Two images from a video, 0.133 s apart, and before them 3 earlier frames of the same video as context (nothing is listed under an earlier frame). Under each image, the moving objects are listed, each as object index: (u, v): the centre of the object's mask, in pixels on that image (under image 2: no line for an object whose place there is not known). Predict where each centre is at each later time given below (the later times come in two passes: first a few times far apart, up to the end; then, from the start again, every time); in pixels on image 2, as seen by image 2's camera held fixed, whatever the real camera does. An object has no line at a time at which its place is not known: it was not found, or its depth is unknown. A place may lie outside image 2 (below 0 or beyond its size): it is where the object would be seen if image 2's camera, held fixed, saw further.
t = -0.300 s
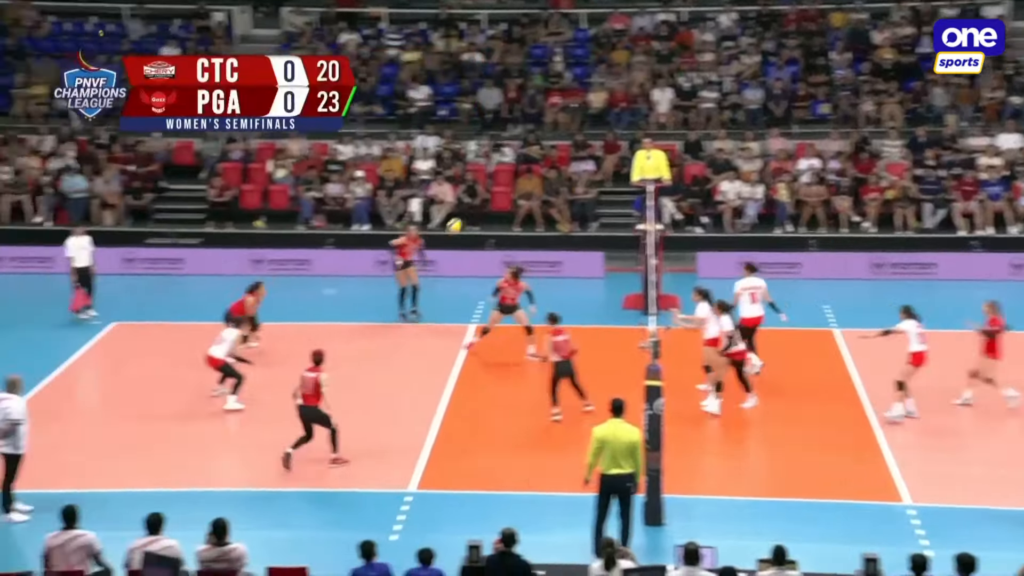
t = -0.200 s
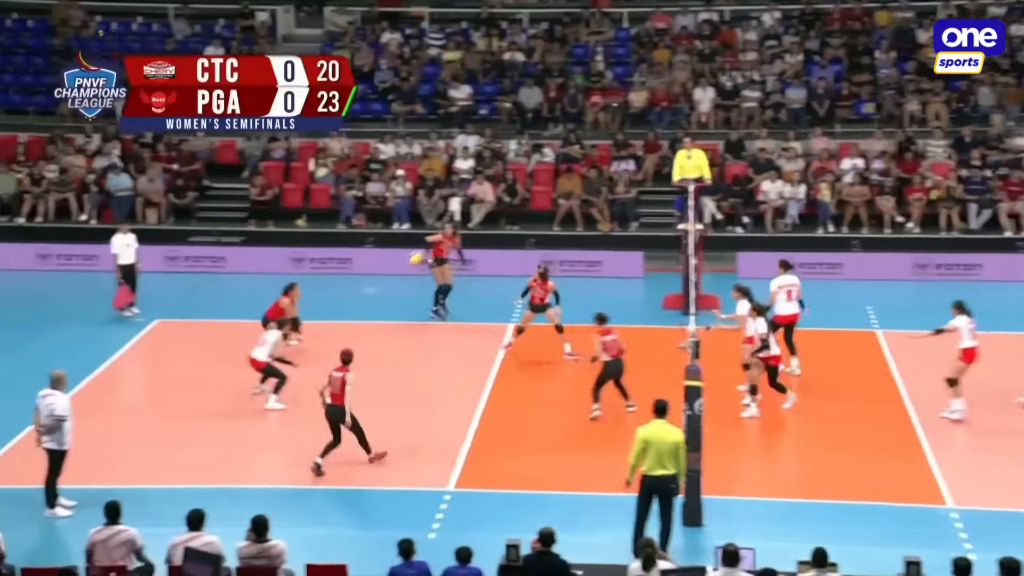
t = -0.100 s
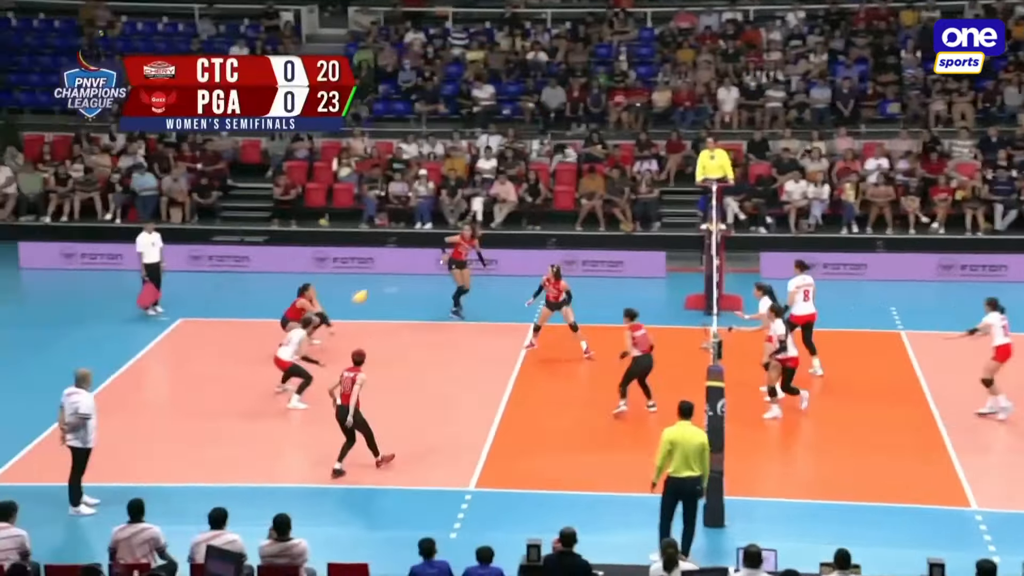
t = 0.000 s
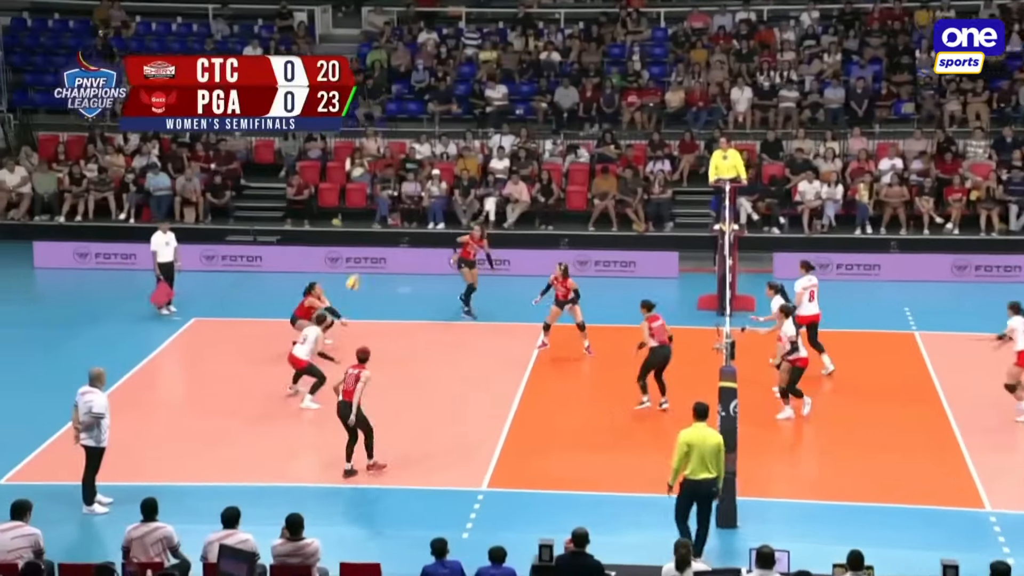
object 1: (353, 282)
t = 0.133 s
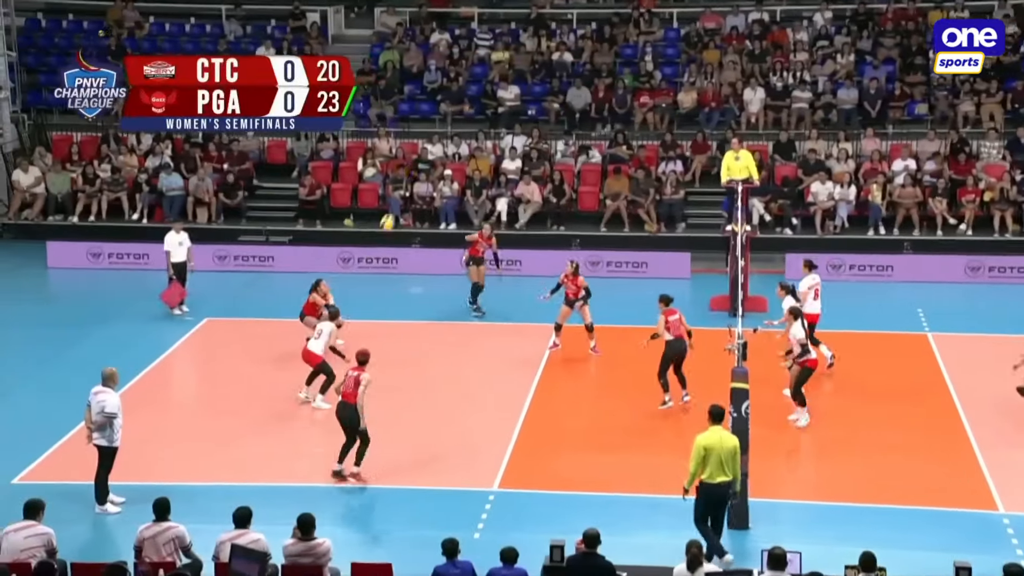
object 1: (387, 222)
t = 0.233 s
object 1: (404, 184)
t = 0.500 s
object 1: (448, 109)
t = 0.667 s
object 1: (476, 84)
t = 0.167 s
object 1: (393, 210)
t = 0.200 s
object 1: (399, 196)
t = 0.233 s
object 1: (404, 184)
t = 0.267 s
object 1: (410, 172)
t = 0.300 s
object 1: (415, 161)
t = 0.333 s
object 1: (421, 150)
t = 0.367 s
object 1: (425, 142)
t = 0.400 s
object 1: (432, 132)
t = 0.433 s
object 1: (438, 123)
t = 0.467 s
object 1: (443, 116)
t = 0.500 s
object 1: (448, 109)
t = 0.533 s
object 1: (453, 103)
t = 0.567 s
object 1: (459, 97)
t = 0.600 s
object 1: (465, 92)
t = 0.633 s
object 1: (470, 88)
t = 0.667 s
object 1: (476, 84)
